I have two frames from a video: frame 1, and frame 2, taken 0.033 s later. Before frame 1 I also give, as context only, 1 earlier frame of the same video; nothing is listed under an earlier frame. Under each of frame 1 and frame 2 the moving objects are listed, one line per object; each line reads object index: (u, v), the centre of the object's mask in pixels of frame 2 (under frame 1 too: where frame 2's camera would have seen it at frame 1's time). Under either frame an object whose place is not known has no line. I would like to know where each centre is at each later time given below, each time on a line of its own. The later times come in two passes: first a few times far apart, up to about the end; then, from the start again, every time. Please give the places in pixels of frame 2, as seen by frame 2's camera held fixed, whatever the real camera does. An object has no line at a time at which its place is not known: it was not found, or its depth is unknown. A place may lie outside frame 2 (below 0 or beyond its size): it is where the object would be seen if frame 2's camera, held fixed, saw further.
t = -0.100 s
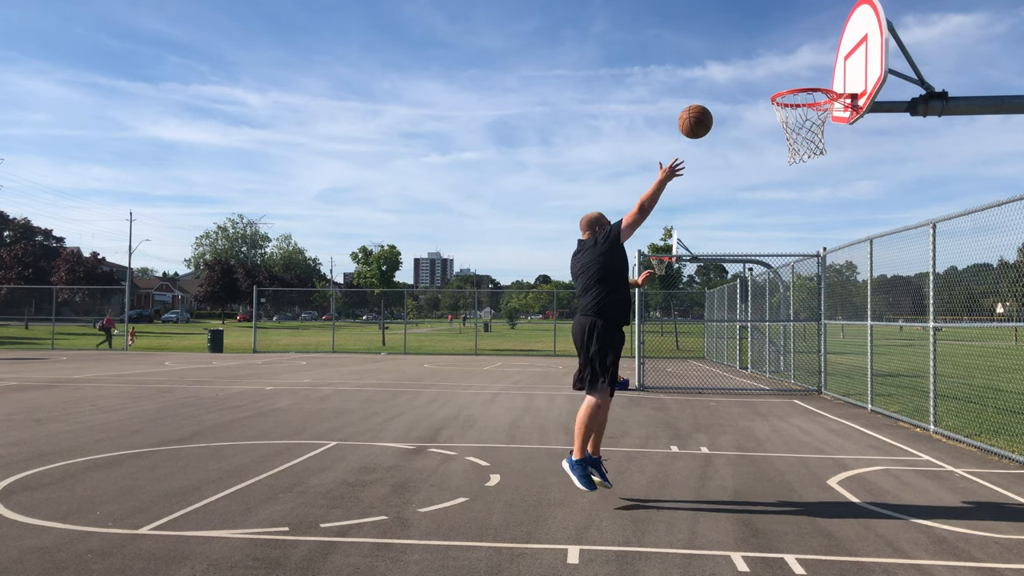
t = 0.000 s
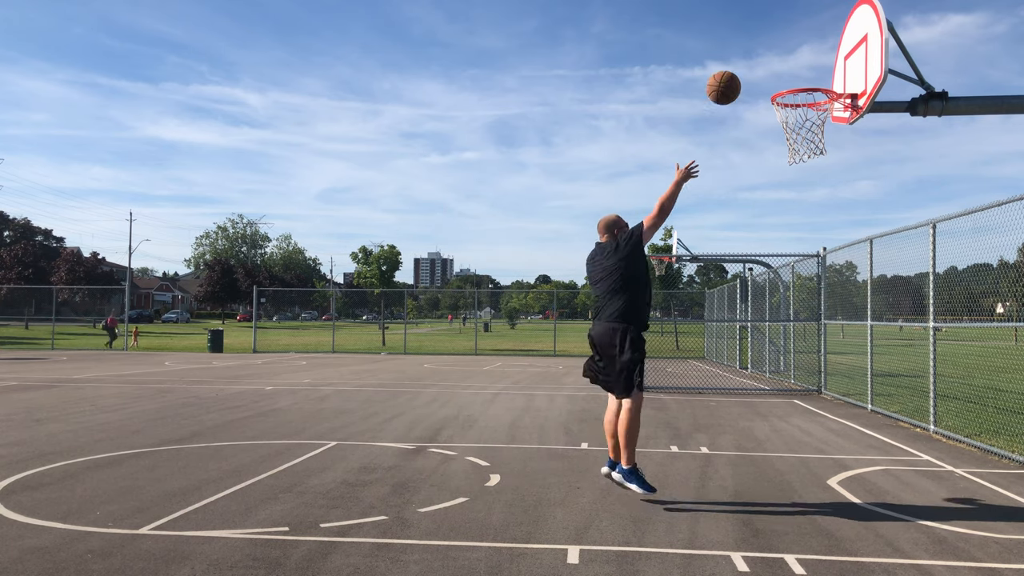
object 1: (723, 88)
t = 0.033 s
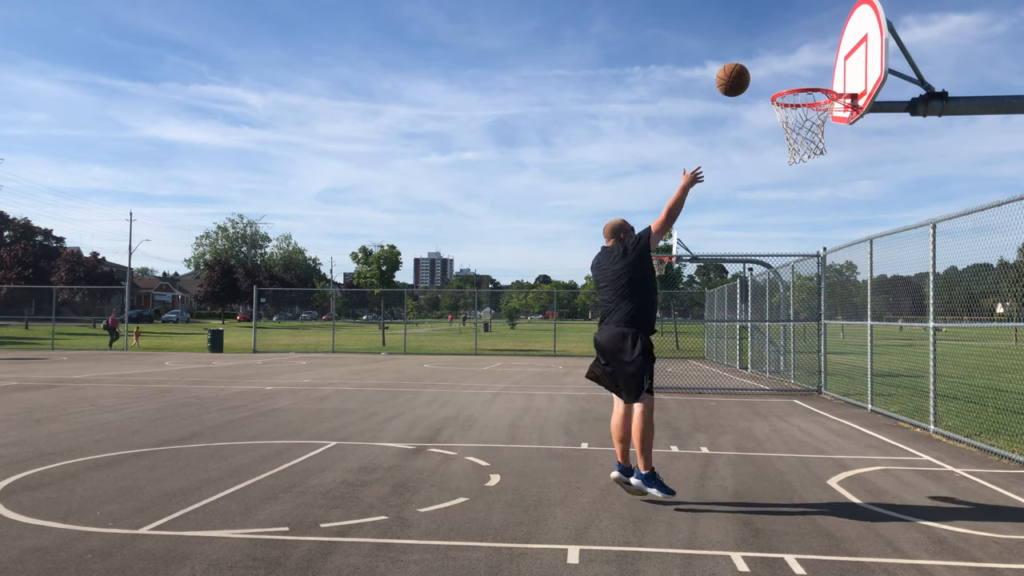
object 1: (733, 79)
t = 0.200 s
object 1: (777, 62)
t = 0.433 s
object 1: (827, 76)
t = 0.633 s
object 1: (830, 78)
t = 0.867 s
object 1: (800, 88)
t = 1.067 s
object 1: (785, 87)
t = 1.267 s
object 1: (803, 79)
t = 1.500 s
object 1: (821, 87)
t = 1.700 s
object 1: (800, 99)
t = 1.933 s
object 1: (788, 118)
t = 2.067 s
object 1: (796, 136)
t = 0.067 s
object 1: (742, 73)
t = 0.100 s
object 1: (751, 68)
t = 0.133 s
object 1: (759, 64)
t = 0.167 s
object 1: (768, 62)
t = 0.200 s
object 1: (777, 62)
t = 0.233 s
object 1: (786, 63)
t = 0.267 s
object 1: (794, 66)
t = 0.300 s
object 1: (802, 69)
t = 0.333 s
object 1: (811, 74)
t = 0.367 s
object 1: (816, 74)
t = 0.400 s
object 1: (822, 75)
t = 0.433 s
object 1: (827, 76)
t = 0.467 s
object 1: (830, 76)
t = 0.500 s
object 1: (834, 77)
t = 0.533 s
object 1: (837, 78)
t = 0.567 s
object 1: (839, 78)
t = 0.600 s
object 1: (835, 78)
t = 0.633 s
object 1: (830, 78)
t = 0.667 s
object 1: (826, 79)
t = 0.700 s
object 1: (821, 85)
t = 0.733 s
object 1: (817, 86)
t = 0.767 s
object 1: (813, 86)
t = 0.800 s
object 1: (809, 88)
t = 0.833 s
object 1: (805, 88)
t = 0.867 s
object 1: (800, 88)
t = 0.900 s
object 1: (796, 88)
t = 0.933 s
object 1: (793, 89)
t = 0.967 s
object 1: (790, 89)
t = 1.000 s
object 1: (787, 89)
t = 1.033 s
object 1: (785, 88)
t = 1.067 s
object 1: (785, 87)
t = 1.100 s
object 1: (786, 85)
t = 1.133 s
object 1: (787, 84)
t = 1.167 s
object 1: (790, 83)
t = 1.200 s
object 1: (794, 79)
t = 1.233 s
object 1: (798, 79)
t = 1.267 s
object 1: (803, 79)
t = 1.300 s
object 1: (808, 81)
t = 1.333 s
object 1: (812, 82)
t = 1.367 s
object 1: (816, 82)
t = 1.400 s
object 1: (819, 83)
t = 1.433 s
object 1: (821, 84)
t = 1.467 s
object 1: (821, 85)
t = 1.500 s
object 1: (821, 87)
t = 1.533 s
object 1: (819, 88)
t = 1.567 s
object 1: (817, 92)
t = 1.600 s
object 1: (814, 93)
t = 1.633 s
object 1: (809, 95)
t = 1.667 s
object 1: (805, 97)
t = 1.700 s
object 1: (800, 99)
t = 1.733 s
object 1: (796, 103)
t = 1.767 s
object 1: (792, 104)
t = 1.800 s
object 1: (791, 105)
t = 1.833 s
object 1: (790, 106)
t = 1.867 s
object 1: (789, 108)
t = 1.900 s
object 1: (789, 112)
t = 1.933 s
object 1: (788, 118)
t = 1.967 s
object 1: (789, 123)
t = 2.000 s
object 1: (791, 128)
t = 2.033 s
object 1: (792, 131)
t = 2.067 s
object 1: (796, 136)
